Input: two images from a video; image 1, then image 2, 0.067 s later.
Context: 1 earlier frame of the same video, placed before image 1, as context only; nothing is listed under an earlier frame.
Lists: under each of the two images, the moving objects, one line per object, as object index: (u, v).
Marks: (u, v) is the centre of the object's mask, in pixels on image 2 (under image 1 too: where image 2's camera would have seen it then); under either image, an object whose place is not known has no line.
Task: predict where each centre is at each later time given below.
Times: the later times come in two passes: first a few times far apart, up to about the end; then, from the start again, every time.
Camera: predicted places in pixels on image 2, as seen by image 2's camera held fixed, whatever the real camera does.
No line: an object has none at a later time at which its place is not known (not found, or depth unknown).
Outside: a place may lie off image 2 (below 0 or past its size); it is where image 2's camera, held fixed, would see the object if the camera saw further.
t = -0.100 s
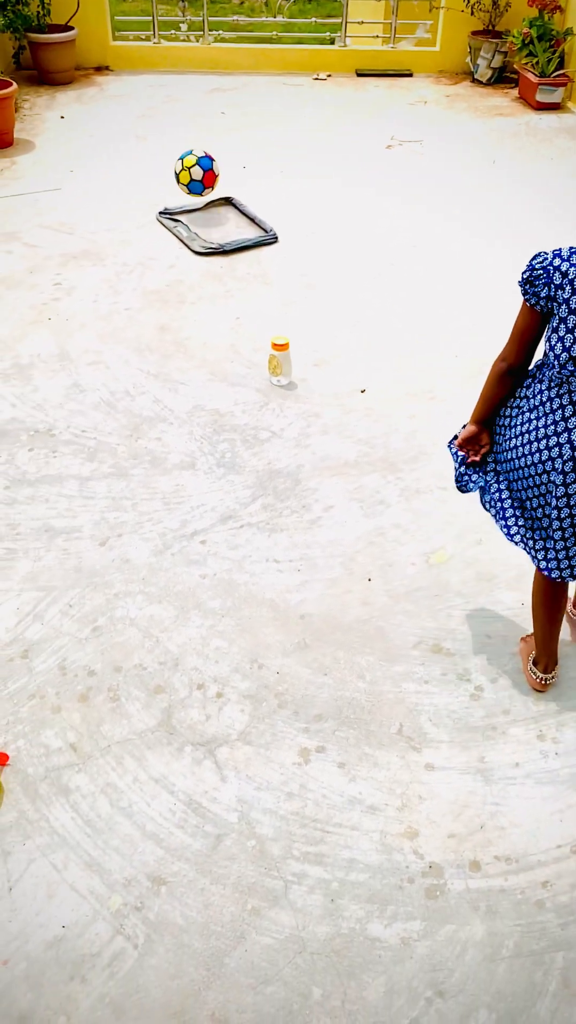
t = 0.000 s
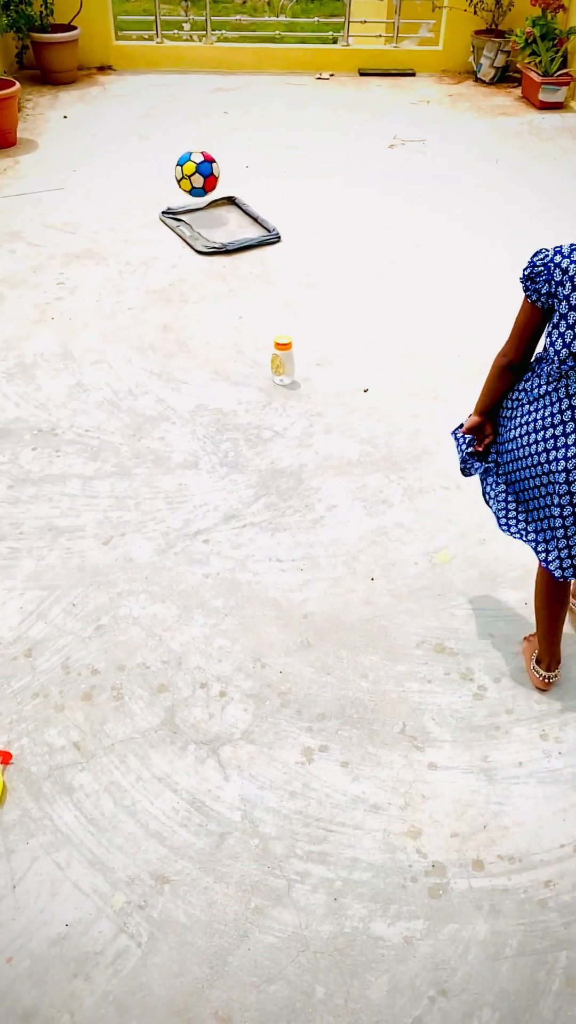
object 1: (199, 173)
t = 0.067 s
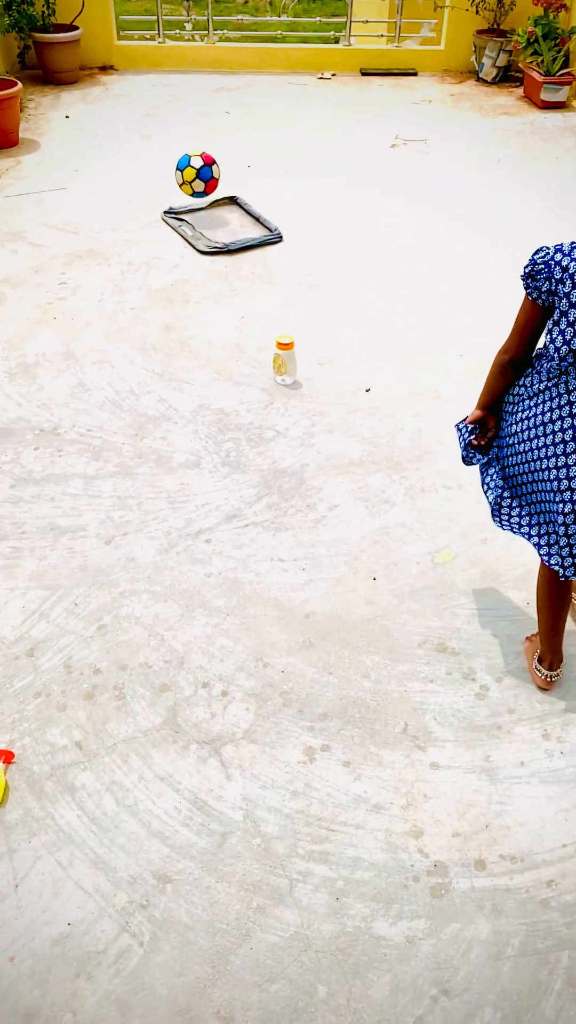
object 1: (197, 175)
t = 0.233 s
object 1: (194, 177)
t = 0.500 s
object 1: (188, 184)
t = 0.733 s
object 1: (183, 192)
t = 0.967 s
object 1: (178, 204)
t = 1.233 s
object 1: (174, 218)
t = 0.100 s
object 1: (197, 175)
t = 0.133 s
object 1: (196, 175)
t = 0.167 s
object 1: (195, 176)
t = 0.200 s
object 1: (195, 177)
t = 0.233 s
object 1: (194, 177)
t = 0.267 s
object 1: (193, 177)
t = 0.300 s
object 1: (192, 178)
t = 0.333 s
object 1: (192, 179)
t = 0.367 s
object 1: (191, 180)
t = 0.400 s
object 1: (190, 181)
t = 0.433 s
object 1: (189, 182)
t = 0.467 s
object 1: (189, 183)
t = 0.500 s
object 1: (188, 184)
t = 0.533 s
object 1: (187, 185)
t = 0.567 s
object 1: (186, 186)
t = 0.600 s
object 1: (186, 187)
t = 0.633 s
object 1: (185, 188)
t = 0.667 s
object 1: (184, 189)
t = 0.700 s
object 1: (184, 191)
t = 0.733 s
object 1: (183, 192)
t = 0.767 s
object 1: (182, 194)
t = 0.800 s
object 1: (181, 196)
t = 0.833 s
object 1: (181, 197)
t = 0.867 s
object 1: (180, 198)
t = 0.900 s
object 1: (179, 201)
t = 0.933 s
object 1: (179, 202)
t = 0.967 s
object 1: (178, 204)
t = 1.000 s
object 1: (177, 205)
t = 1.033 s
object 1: (177, 207)
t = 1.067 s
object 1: (176, 209)
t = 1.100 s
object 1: (176, 211)
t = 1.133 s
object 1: (175, 213)
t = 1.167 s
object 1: (175, 215)
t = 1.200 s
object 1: (174, 217)
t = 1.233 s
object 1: (174, 218)
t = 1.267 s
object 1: (173, 220)
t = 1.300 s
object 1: (172, 222)
